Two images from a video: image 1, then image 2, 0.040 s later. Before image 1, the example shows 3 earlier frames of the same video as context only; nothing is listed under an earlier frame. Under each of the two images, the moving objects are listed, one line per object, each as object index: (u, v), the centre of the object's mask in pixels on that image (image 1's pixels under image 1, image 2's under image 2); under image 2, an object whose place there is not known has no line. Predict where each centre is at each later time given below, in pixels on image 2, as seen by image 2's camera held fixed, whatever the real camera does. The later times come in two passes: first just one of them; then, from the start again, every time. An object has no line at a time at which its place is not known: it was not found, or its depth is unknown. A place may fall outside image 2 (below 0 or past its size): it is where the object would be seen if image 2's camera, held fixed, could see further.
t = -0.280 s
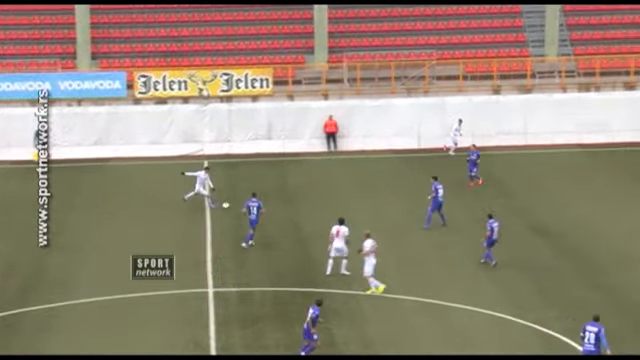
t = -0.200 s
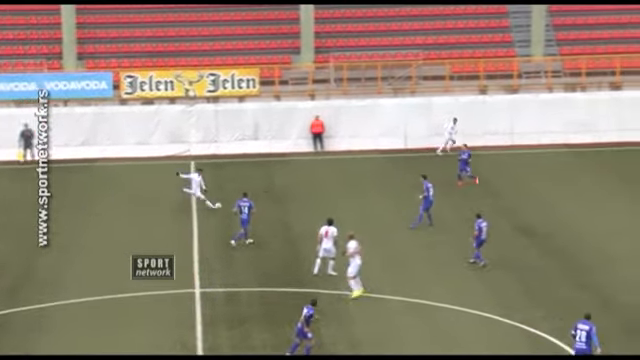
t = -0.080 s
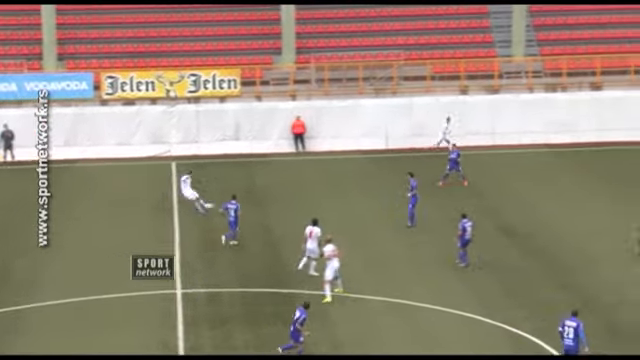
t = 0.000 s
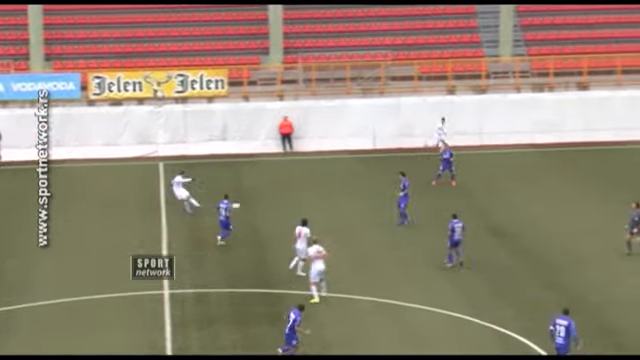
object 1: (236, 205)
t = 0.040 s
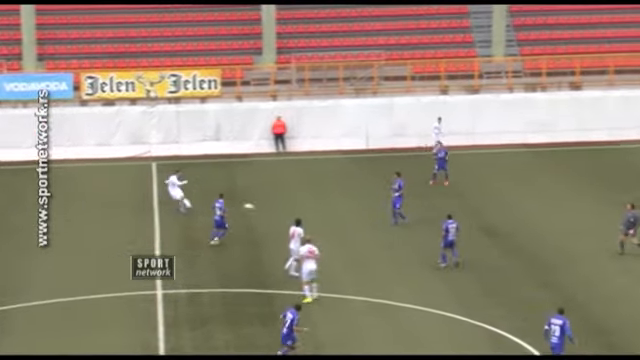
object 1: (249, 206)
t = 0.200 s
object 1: (330, 208)
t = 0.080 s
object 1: (268, 207)
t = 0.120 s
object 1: (289, 207)
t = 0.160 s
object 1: (310, 207)
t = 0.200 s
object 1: (330, 208)
